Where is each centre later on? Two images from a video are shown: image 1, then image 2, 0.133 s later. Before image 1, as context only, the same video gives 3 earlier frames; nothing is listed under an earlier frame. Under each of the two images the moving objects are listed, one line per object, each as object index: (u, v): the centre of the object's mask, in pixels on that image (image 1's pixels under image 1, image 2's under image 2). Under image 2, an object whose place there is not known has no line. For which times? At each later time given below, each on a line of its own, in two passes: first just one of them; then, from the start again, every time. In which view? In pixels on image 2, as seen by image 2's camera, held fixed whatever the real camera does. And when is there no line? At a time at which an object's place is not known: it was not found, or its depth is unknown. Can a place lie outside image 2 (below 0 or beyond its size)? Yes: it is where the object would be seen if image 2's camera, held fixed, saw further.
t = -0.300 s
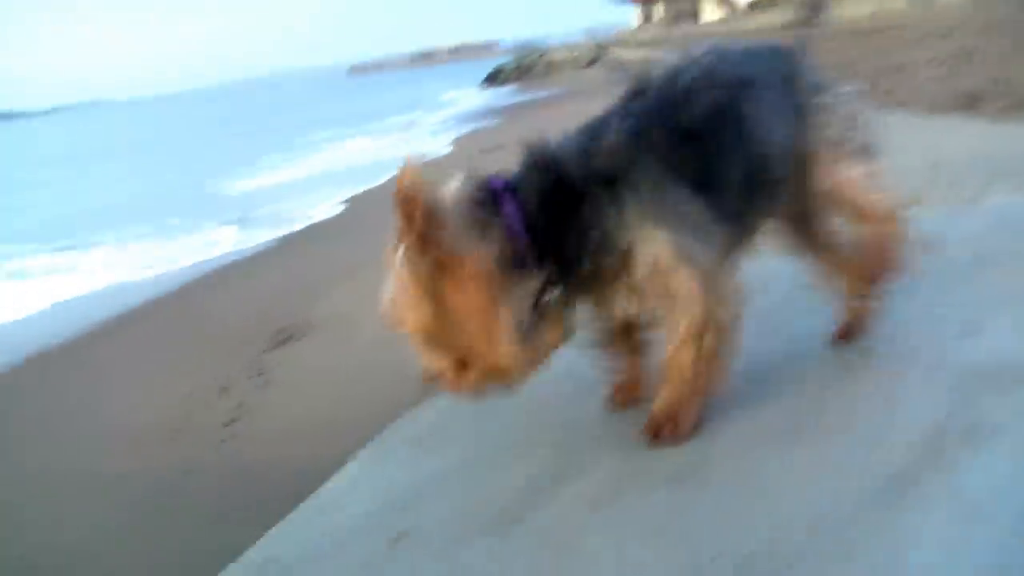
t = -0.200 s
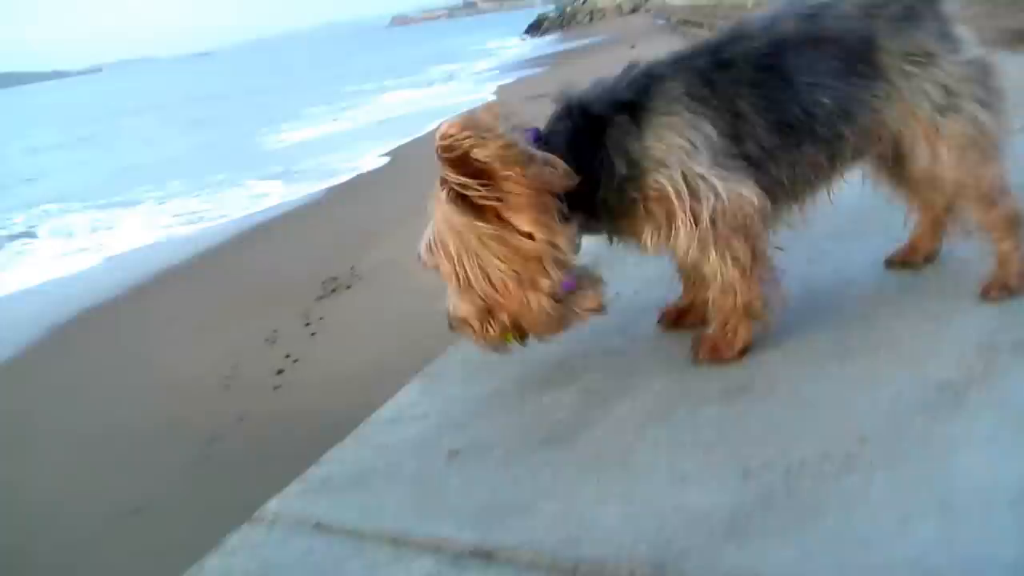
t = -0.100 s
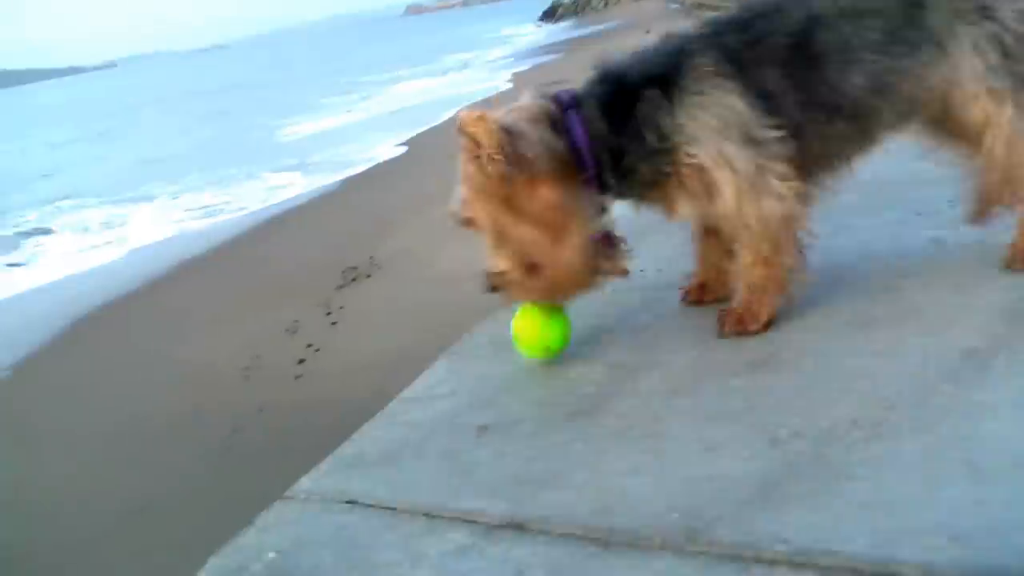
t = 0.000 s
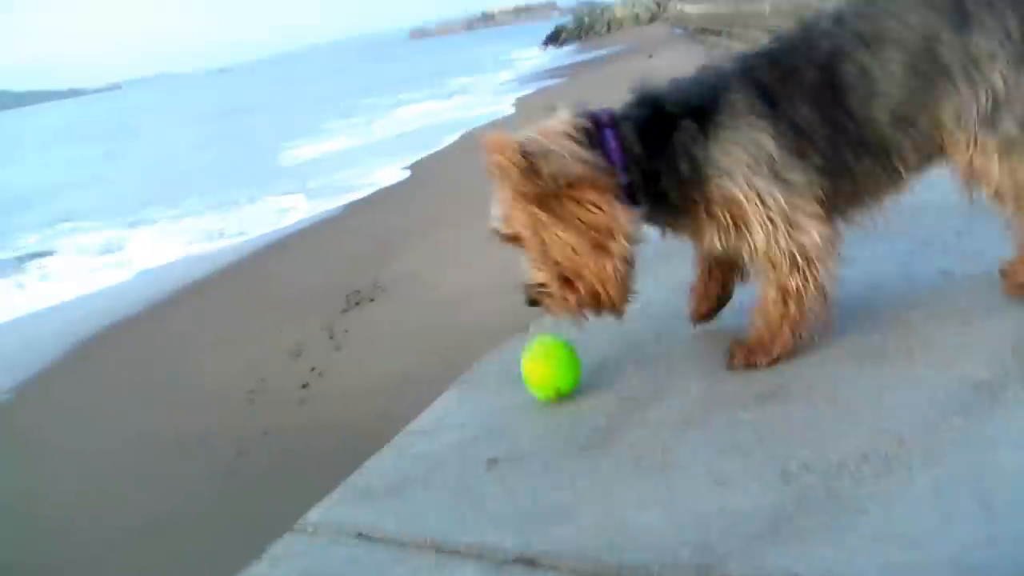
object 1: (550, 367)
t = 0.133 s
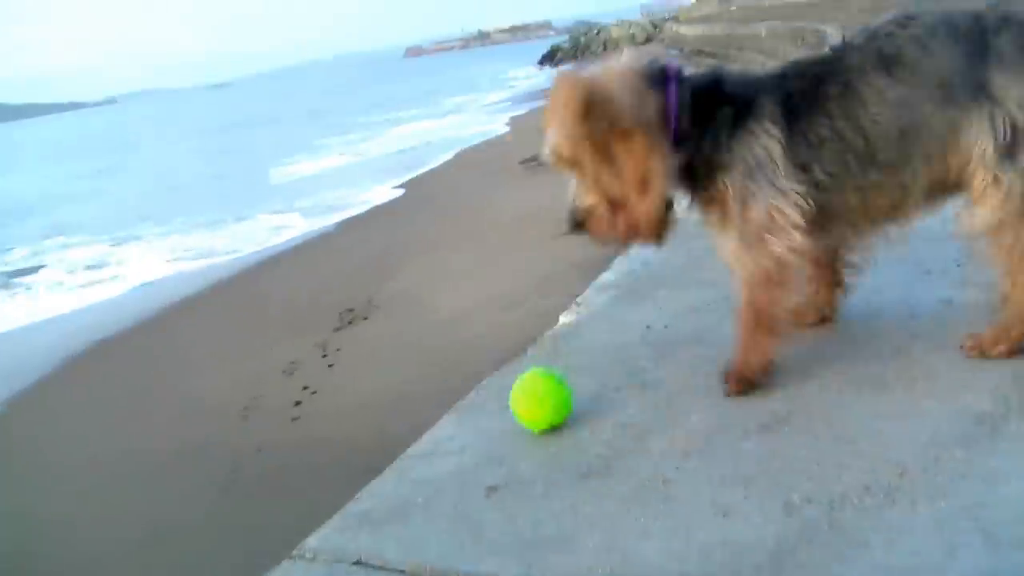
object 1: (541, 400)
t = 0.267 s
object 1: (526, 406)
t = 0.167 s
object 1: (538, 401)
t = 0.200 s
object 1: (534, 403)
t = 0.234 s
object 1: (530, 404)
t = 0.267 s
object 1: (526, 406)
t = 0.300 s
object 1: (521, 407)
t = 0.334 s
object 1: (516, 409)
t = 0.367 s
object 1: (511, 410)
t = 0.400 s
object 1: (505, 411)
